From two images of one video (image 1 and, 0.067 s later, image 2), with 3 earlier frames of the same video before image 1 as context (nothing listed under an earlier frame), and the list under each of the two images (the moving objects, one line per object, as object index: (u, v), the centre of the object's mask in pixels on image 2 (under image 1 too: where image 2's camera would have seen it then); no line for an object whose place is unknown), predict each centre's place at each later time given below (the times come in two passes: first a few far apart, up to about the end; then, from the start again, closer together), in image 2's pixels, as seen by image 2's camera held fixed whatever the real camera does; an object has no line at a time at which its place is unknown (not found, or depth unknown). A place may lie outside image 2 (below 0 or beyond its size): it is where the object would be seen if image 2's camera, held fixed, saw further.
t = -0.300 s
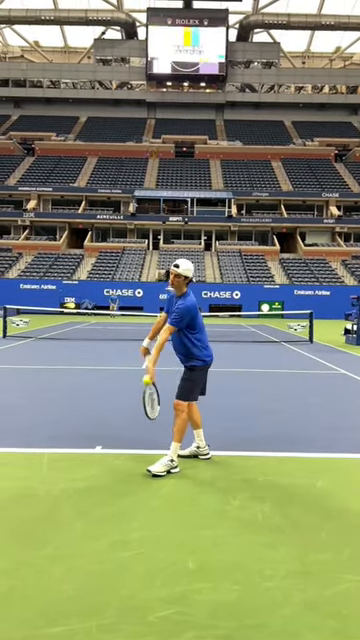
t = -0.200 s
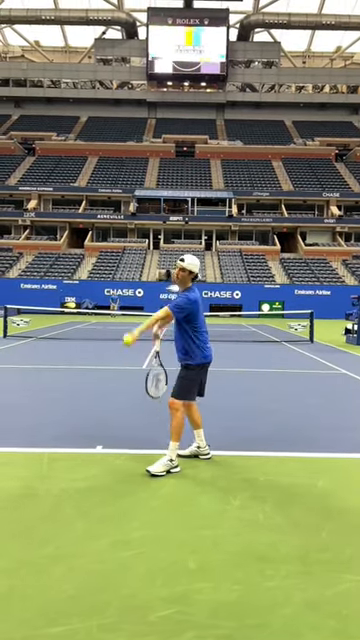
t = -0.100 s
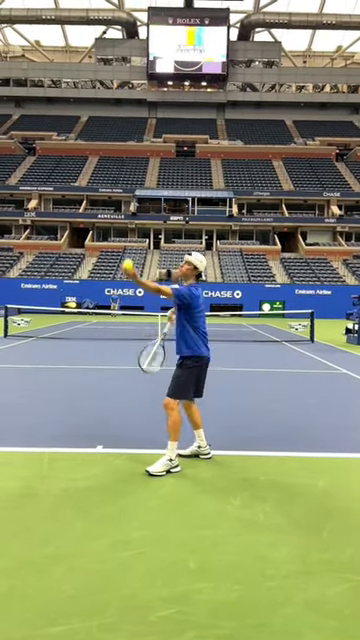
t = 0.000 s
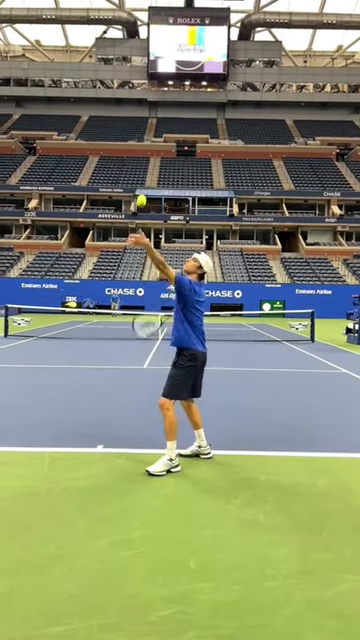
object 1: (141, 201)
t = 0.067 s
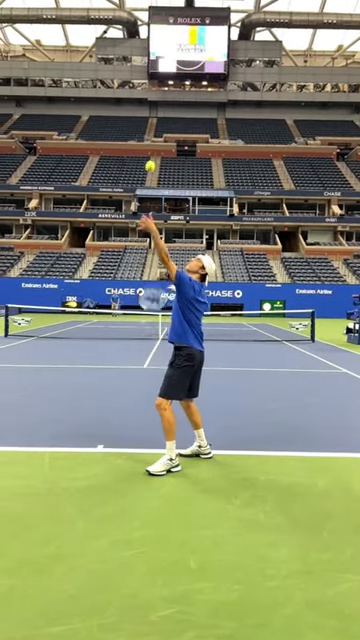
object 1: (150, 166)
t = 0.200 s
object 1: (166, 118)
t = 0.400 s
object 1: (187, 92)
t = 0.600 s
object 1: (205, 112)
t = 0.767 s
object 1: (218, 160)
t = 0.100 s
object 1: (154, 152)
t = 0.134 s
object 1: (158, 139)
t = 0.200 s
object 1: (166, 118)
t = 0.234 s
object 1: (170, 110)
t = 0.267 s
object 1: (173, 104)
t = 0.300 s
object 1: (177, 99)
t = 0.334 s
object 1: (180, 95)
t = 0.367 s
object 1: (184, 93)
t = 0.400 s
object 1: (187, 92)
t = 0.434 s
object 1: (190, 92)
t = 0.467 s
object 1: (193, 94)
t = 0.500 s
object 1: (197, 96)
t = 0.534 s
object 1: (200, 101)
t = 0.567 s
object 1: (203, 106)
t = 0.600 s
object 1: (205, 112)
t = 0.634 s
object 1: (208, 120)
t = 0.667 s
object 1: (211, 129)
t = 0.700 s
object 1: (213, 138)
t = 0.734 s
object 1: (216, 149)
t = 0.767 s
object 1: (218, 160)
